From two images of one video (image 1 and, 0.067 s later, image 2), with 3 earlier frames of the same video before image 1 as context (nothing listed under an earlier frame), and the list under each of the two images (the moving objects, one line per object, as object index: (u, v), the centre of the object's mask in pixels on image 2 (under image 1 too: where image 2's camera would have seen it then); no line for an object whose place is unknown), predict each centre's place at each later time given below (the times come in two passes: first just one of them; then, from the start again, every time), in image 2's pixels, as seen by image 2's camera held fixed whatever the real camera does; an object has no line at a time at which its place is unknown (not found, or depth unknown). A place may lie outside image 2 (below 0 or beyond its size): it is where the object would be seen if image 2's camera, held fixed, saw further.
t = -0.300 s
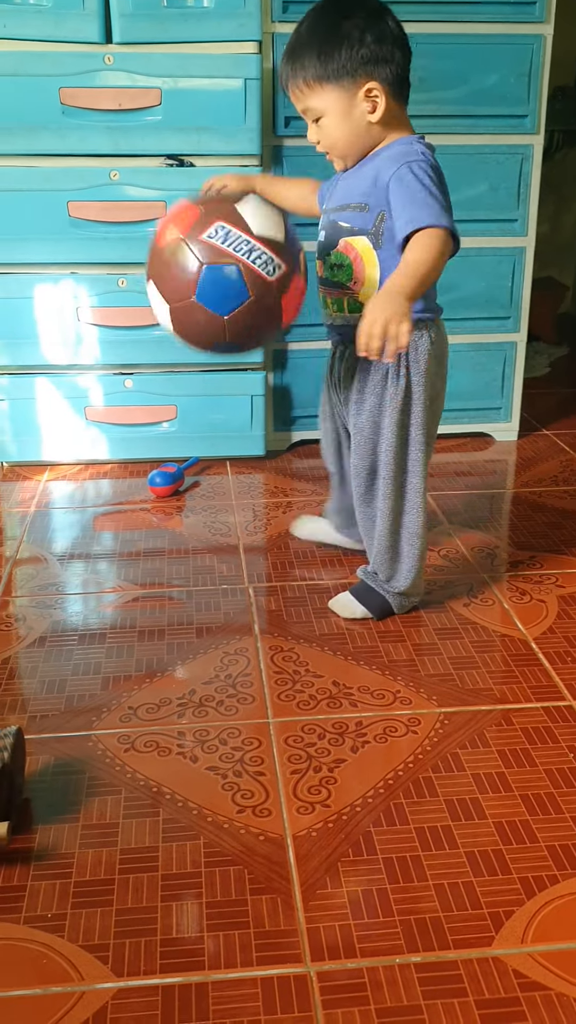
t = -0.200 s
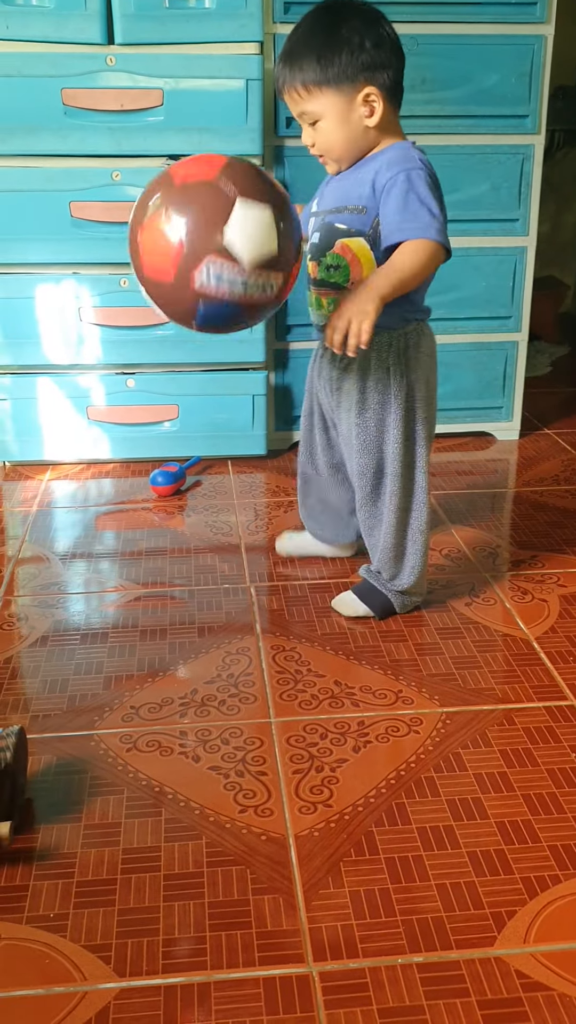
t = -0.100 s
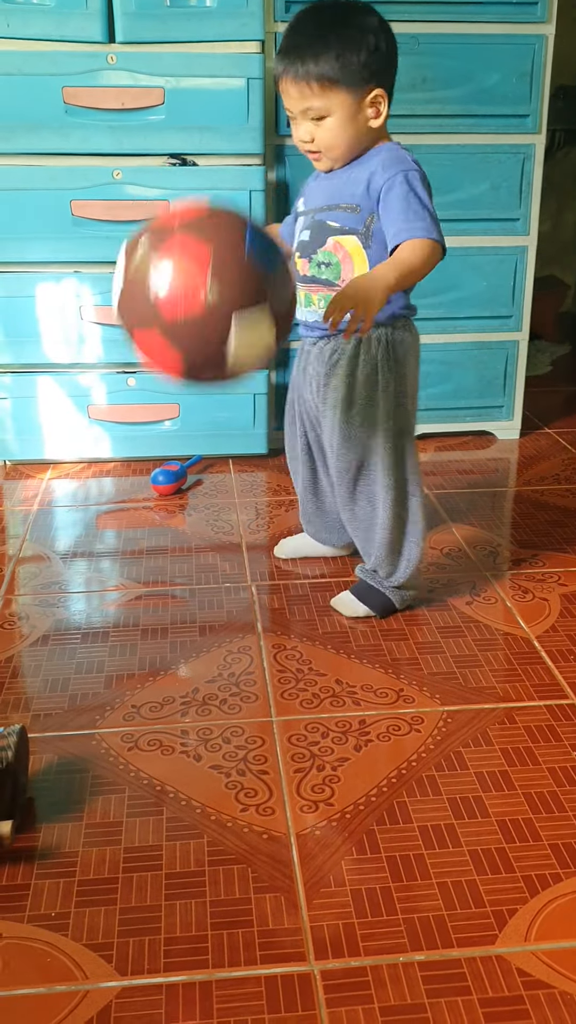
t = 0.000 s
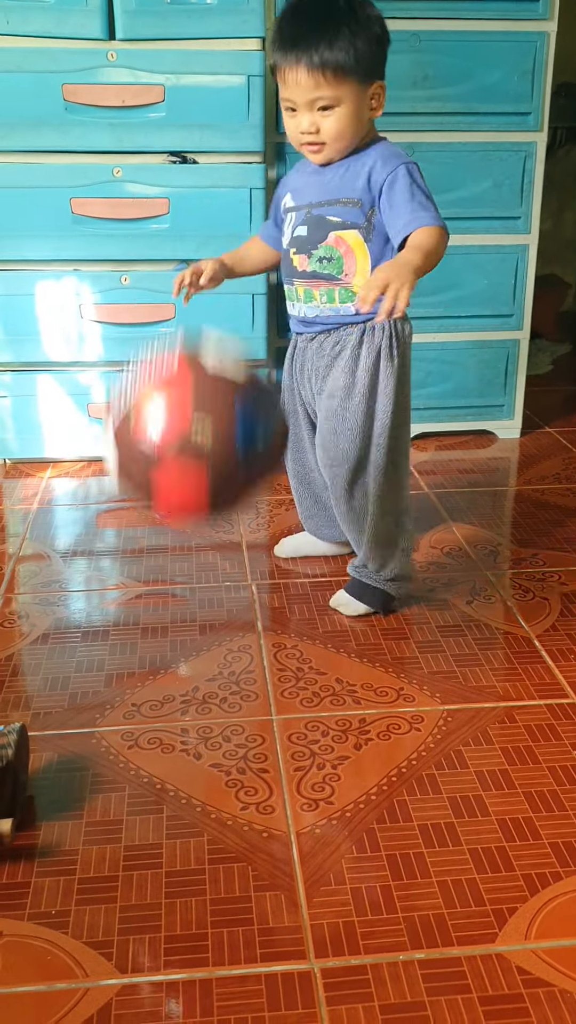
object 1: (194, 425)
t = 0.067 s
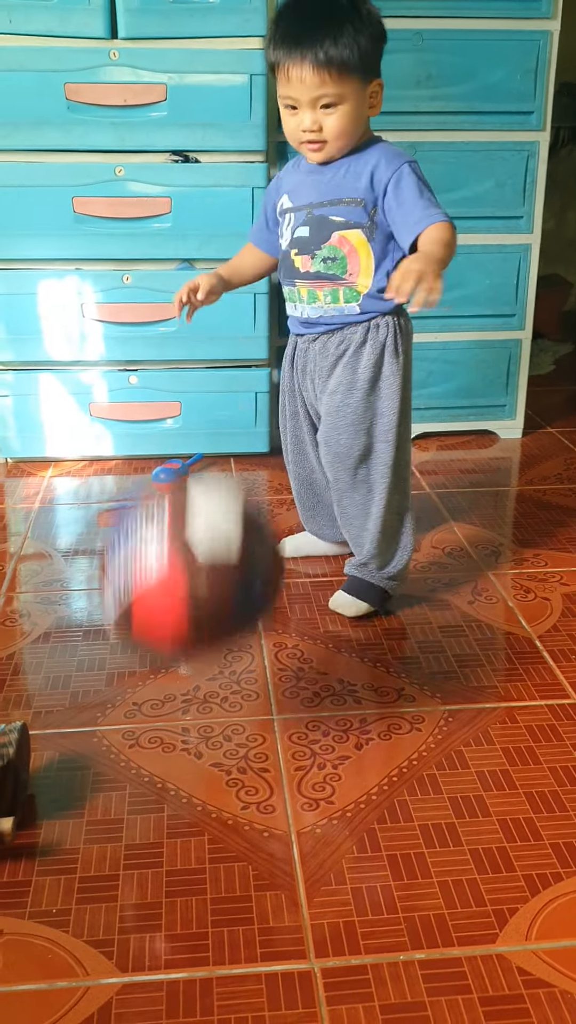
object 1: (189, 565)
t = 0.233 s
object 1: (159, 570)
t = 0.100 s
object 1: (187, 652)
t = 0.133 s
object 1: (185, 688)
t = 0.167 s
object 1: (176, 639)
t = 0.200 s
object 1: (168, 603)
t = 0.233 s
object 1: (159, 570)
